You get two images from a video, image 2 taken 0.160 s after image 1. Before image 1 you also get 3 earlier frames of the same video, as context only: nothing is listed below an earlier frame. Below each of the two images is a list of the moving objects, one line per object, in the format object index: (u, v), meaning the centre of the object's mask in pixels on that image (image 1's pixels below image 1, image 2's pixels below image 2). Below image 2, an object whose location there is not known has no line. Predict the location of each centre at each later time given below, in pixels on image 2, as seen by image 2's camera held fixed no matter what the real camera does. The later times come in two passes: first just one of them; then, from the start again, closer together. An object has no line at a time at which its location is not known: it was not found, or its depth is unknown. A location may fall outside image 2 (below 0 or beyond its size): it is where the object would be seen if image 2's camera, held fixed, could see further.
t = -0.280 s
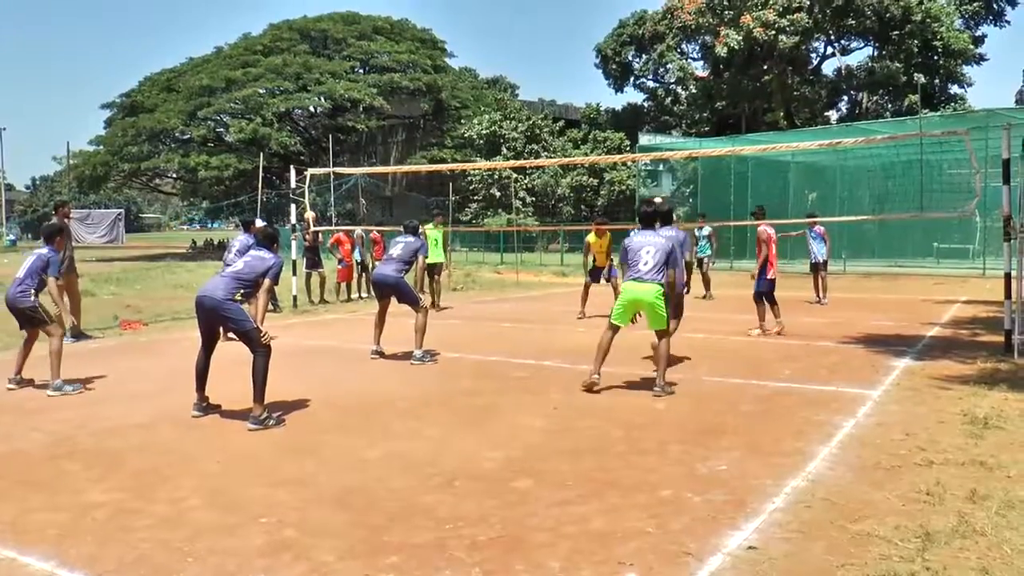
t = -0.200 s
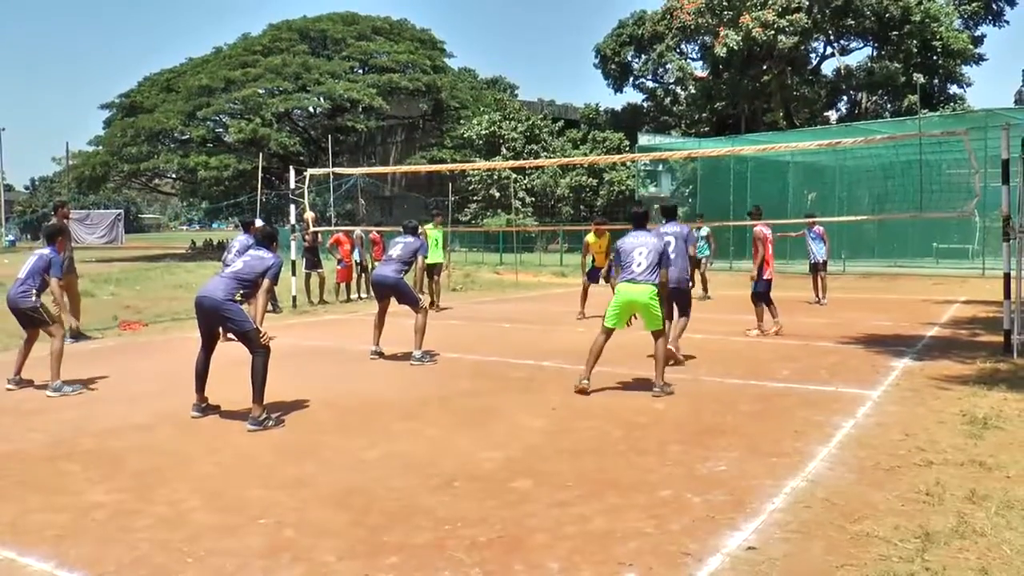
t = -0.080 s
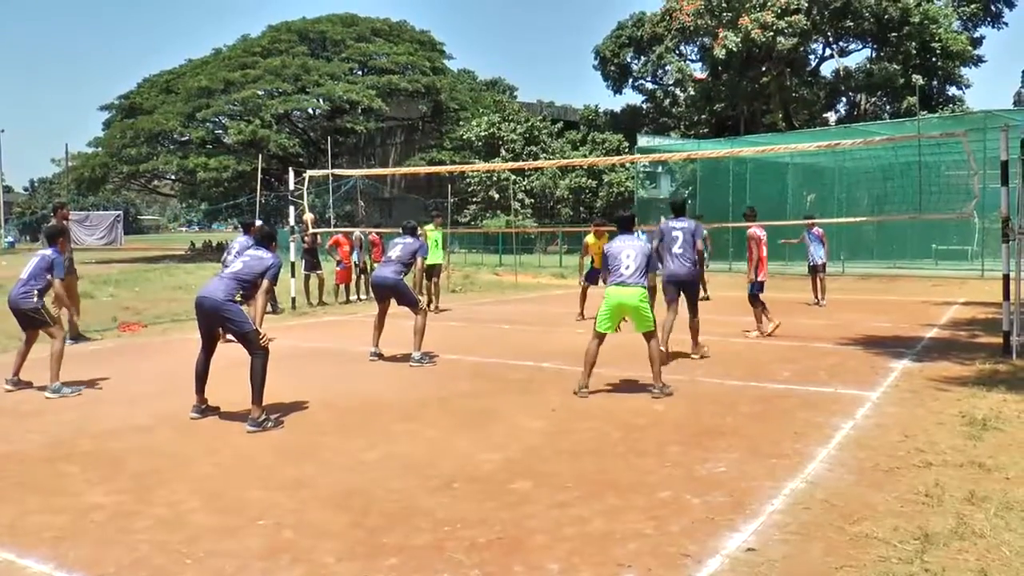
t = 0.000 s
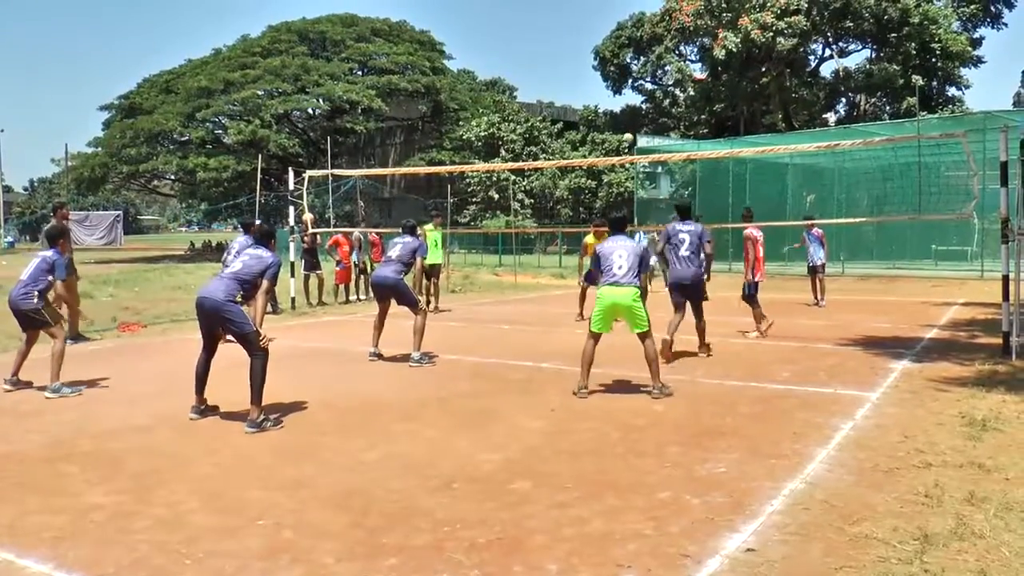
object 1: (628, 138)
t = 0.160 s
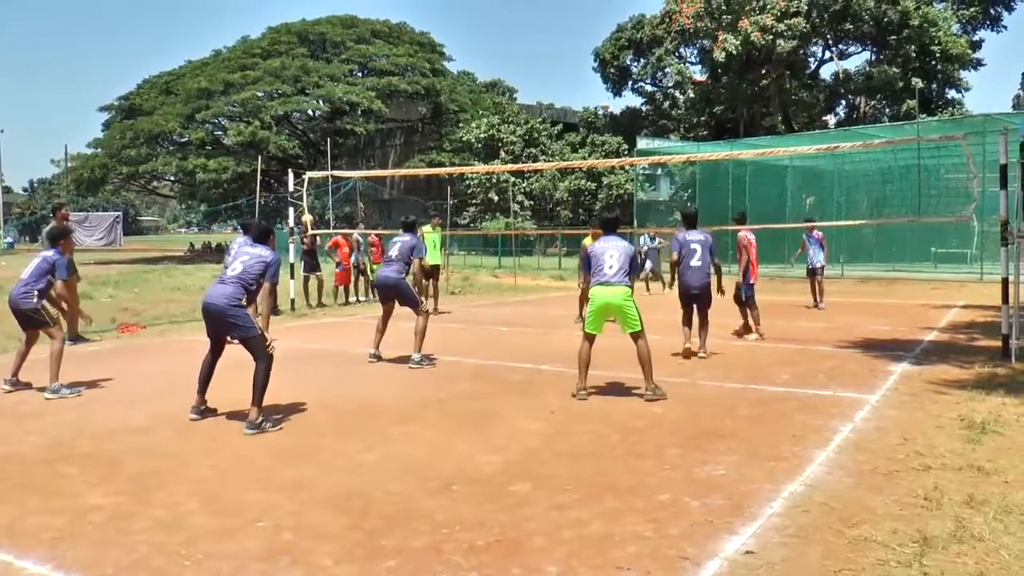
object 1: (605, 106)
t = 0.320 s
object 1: (577, 80)
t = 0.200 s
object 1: (597, 98)
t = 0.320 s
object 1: (577, 80)
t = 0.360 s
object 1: (570, 75)
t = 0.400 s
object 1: (564, 71)
